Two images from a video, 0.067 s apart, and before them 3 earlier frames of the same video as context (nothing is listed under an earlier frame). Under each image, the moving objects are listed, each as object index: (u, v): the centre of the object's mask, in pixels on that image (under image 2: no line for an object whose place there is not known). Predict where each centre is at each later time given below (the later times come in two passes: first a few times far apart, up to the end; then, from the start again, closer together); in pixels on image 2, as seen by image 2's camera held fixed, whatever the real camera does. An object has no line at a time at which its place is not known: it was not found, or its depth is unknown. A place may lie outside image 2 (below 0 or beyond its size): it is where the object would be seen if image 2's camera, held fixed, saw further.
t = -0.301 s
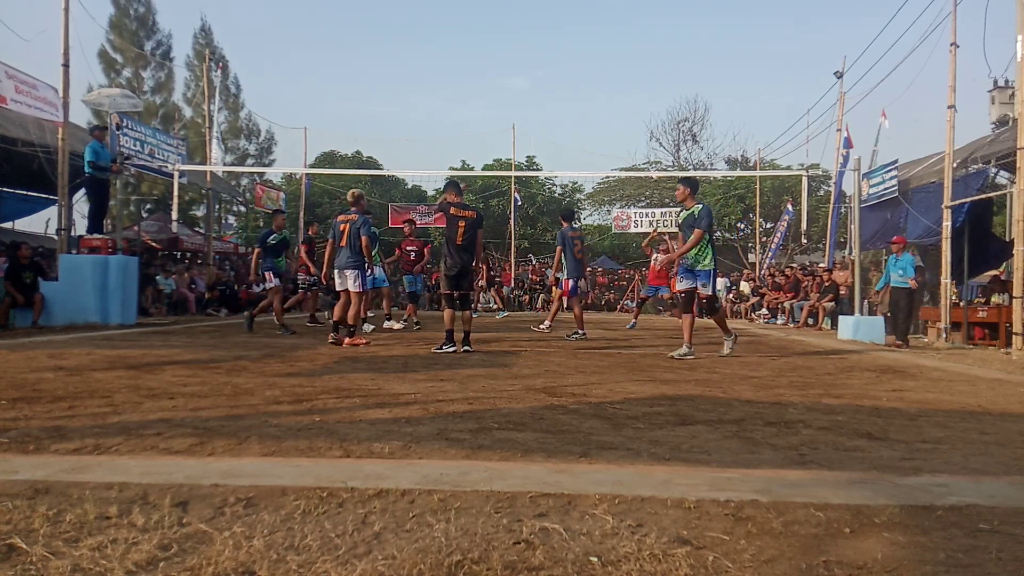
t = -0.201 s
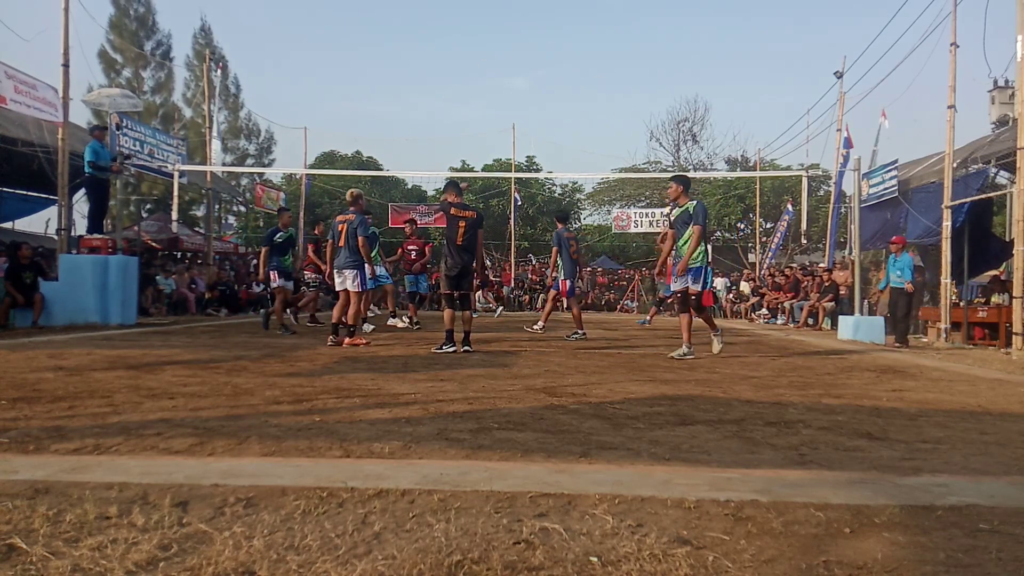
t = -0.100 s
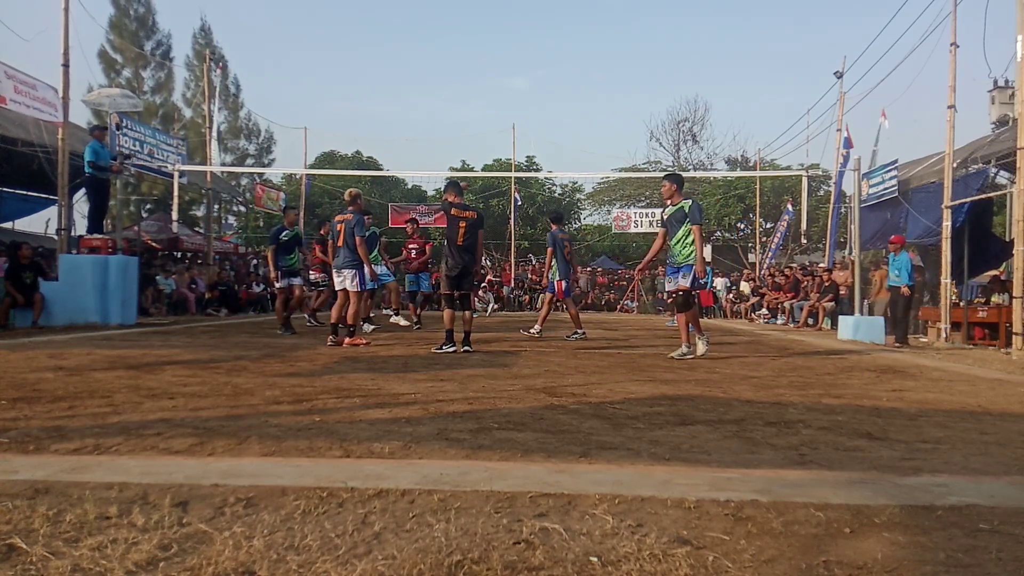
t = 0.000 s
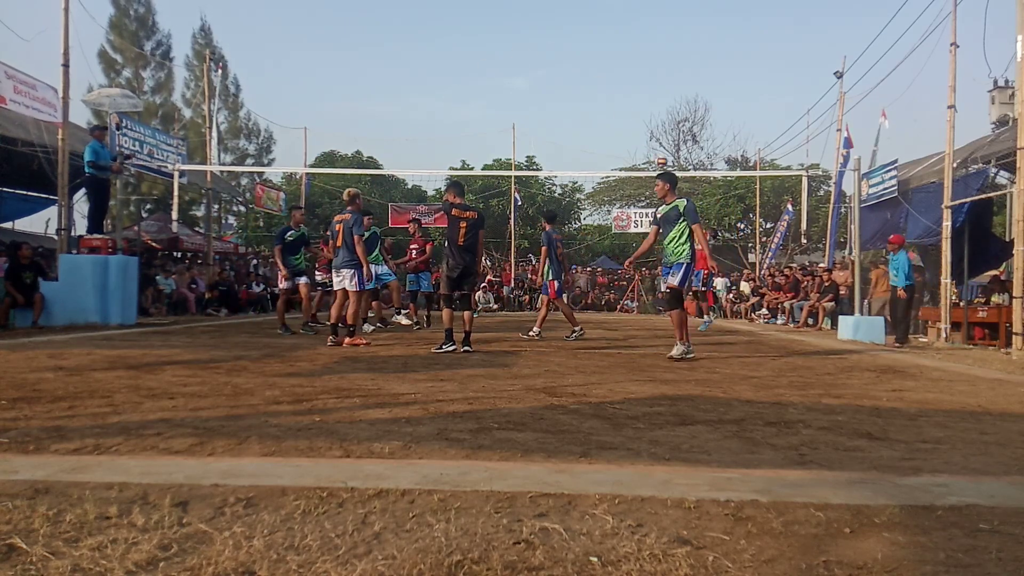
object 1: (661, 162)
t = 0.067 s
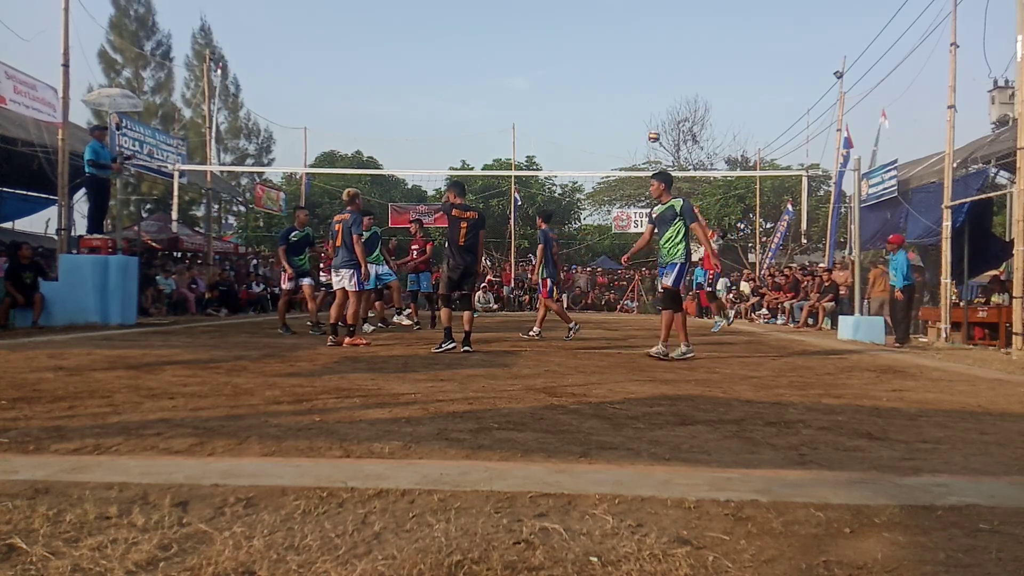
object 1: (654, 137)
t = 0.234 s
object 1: (635, 84)
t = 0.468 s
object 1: (607, 39)
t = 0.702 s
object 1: (579, 24)
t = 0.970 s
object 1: (546, 47)
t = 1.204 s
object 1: (517, 102)
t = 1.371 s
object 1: (497, 160)
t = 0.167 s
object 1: (642, 104)
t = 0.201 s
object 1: (638, 94)
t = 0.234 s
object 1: (635, 84)
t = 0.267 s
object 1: (631, 76)
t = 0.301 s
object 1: (627, 68)
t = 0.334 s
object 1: (623, 61)
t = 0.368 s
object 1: (619, 55)
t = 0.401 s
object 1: (615, 49)
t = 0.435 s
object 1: (611, 44)
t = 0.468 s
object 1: (607, 39)
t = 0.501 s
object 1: (603, 35)
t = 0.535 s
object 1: (599, 32)
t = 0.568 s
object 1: (595, 29)
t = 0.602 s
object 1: (591, 27)
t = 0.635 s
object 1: (587, 25)
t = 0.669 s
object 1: (583, 24)
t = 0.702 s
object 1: (579, 24)
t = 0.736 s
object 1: (575, 24)
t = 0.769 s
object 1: (571, 26)
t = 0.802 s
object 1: (567, 28)
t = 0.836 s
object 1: (563, 30)
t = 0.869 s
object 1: (558, 34)
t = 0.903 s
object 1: (554, 37)
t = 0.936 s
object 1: (550, 42)
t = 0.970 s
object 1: (546, 47)
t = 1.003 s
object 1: (542, 53)
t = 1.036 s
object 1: (538, 59)
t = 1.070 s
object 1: (534, 67)
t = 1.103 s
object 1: (529, 75)
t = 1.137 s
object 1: (525, 83)
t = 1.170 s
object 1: (521, 92)
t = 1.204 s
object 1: (517, 102)
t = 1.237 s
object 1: (513, 112)
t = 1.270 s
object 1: (509, 124)
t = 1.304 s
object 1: (505, 135)
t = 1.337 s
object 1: (501, 148)
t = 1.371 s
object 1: (497, 160)
